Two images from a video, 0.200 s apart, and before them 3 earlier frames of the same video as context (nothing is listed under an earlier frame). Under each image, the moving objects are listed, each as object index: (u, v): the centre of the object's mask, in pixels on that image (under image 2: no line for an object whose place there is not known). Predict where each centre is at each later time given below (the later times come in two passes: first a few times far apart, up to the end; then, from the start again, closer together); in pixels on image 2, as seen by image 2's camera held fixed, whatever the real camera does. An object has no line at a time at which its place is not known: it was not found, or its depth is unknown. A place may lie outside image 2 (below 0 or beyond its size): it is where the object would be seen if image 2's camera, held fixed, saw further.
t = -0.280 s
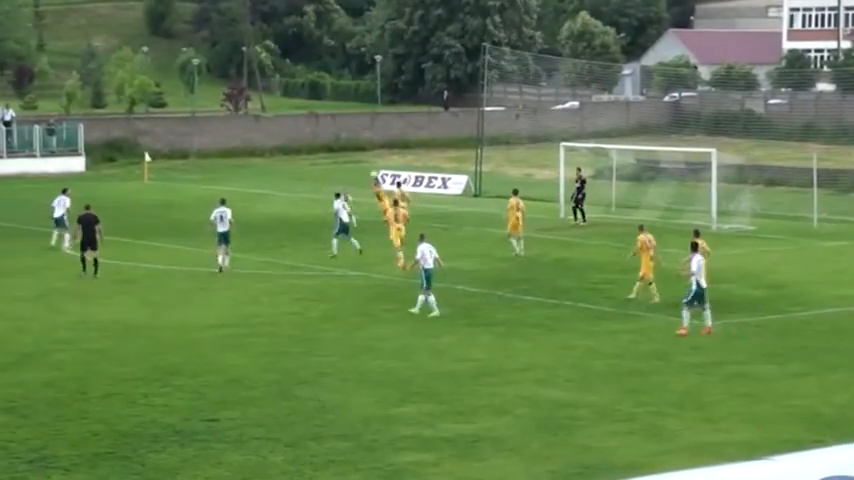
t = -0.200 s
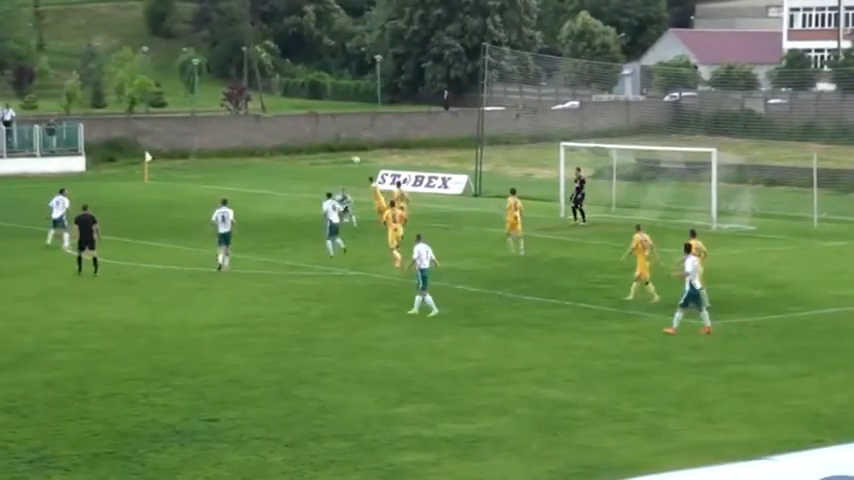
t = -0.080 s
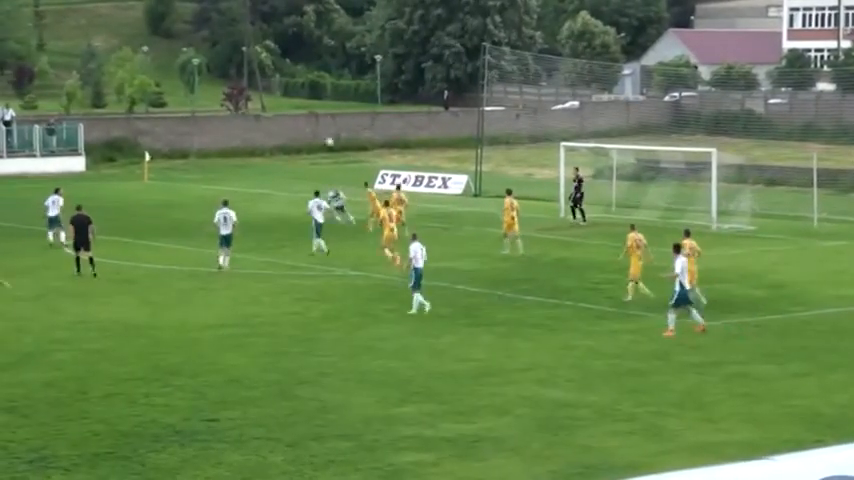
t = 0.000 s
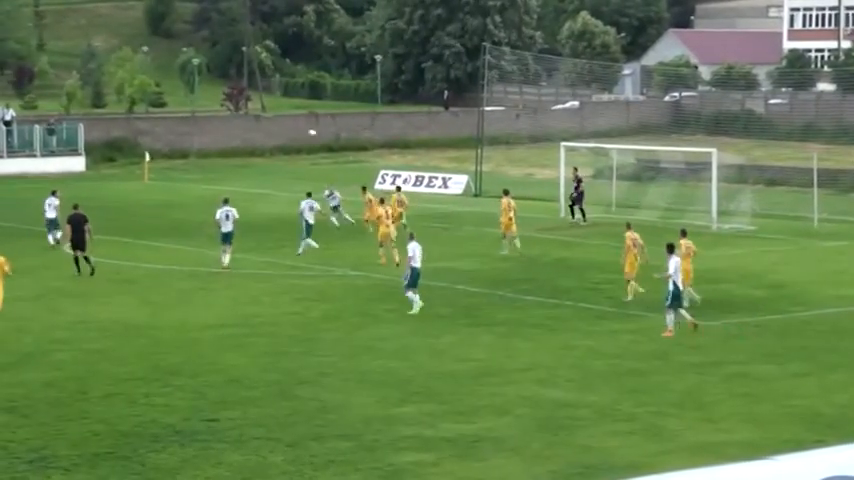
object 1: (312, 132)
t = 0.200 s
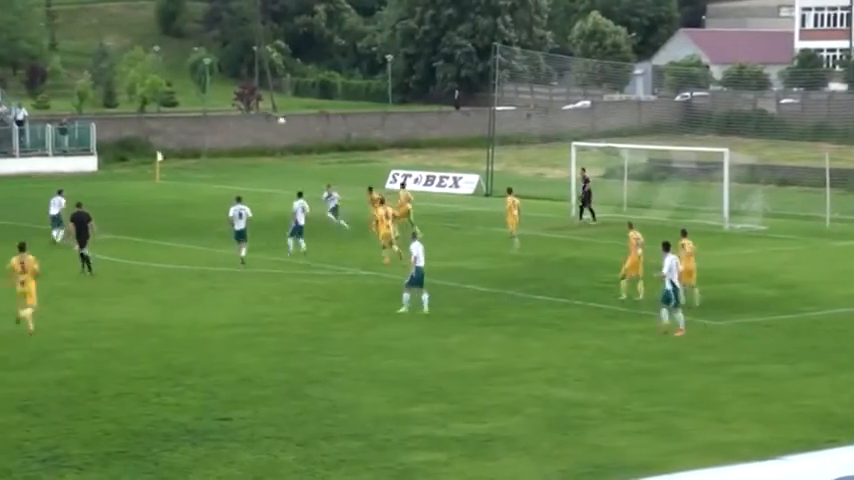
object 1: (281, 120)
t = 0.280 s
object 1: (266, 120)
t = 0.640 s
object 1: (199, 143)
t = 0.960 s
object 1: (150, 195)
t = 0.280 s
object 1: (266, 120)
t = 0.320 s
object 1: (257, 120)
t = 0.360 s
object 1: (250, 121)
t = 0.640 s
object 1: (199, 143)
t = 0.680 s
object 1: (193, 148)
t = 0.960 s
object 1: (150, 195)
